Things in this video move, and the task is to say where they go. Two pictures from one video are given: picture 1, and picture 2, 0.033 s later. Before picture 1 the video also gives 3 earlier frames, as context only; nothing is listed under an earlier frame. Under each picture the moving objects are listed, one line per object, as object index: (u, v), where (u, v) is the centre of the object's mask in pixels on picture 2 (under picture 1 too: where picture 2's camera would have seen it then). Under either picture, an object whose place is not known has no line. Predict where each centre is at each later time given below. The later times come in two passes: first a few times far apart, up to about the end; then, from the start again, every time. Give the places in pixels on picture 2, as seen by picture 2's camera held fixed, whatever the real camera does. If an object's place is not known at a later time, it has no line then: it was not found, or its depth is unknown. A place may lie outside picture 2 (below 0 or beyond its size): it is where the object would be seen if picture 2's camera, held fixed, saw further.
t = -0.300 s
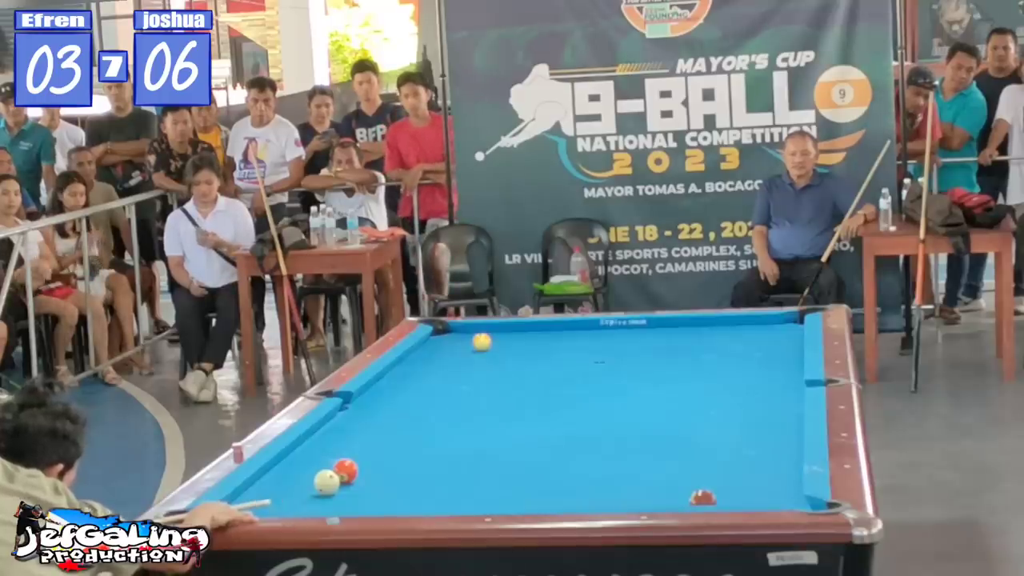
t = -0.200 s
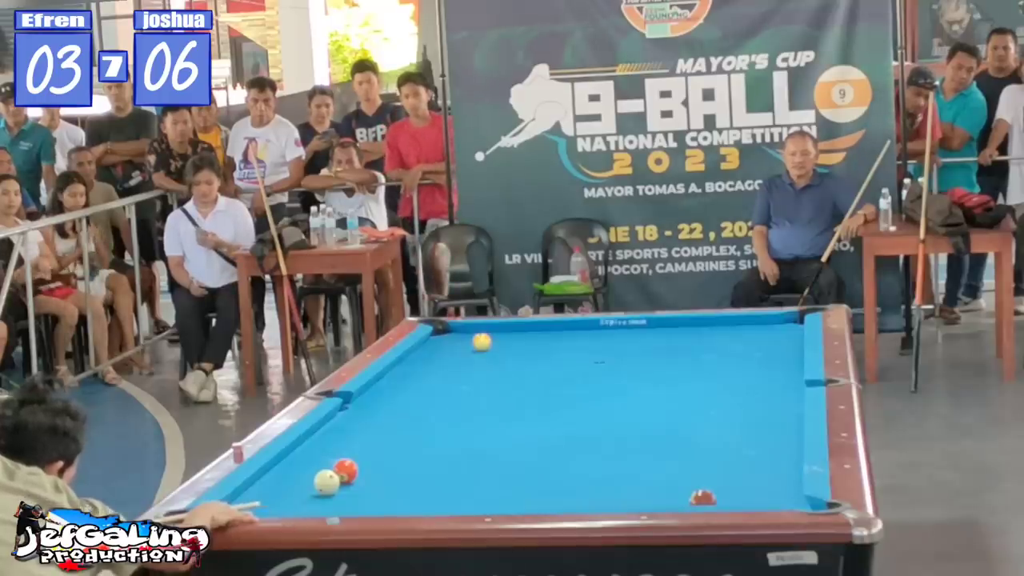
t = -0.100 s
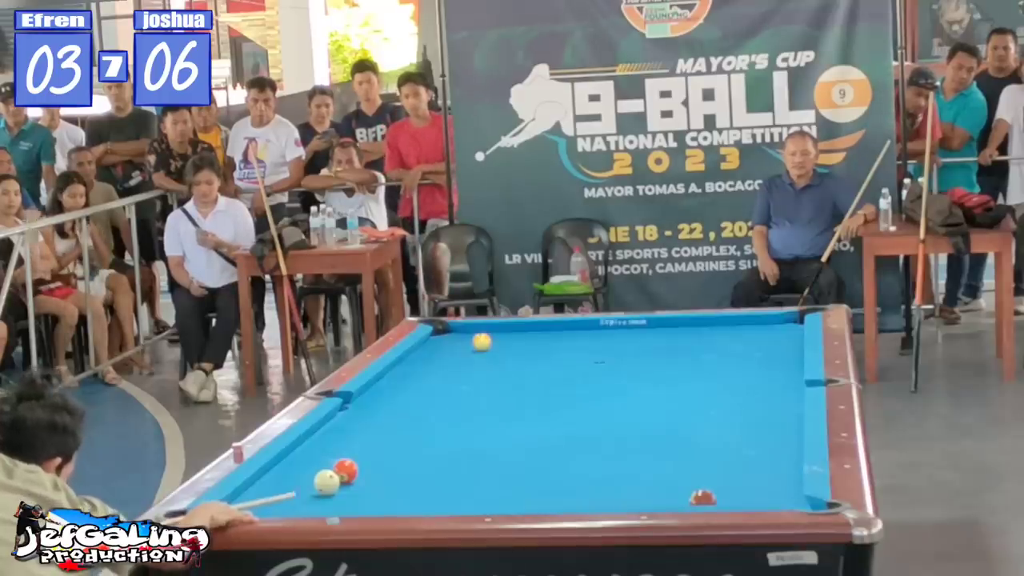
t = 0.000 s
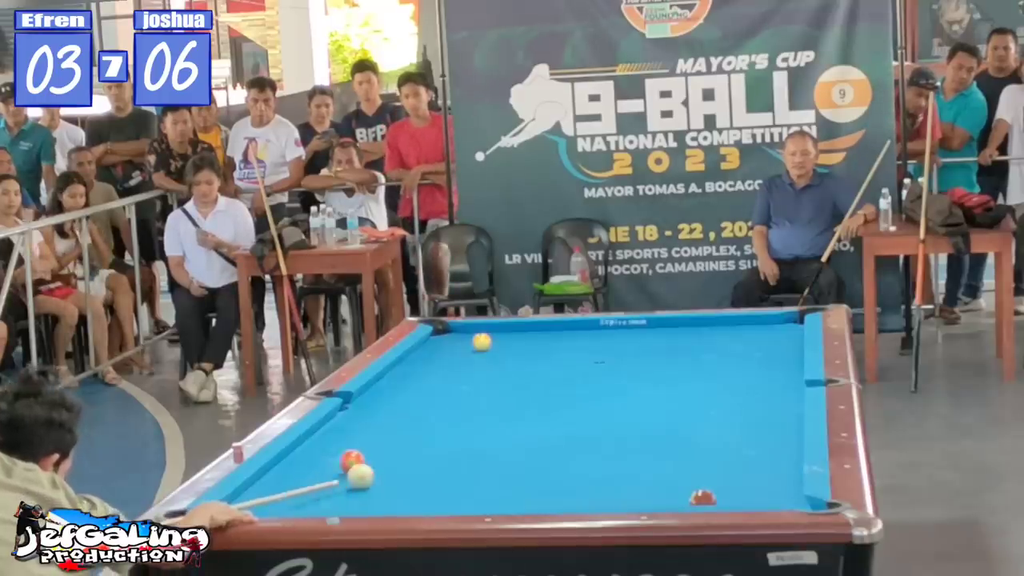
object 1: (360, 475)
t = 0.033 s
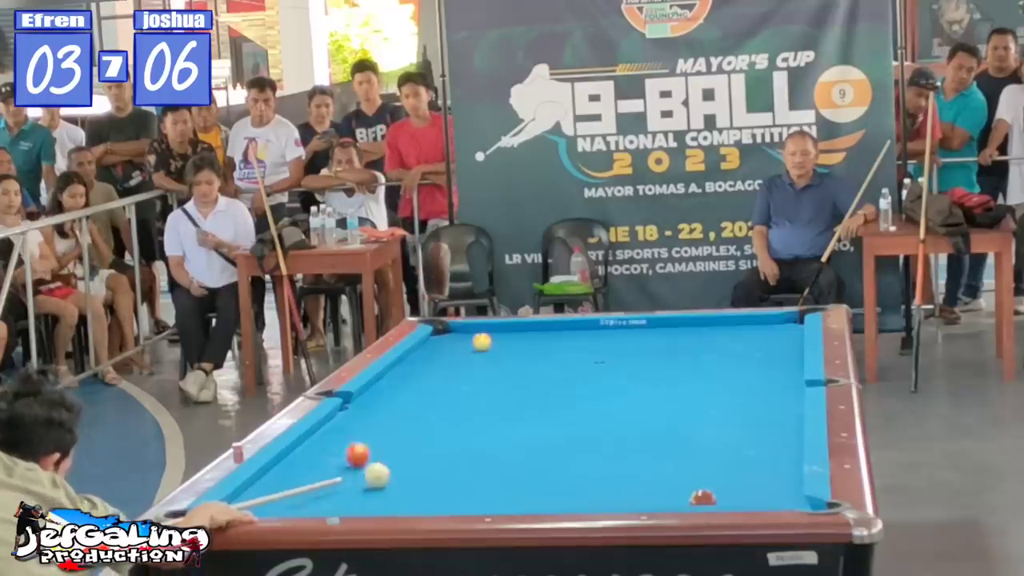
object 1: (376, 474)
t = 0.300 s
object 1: (476, 472)
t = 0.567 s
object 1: (563, 472)
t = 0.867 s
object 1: (661, 471)
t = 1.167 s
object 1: (757, 470)
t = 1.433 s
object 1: (764, 473)
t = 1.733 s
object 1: (720, 480)
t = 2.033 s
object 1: (678, 487)
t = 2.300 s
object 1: (642, 492)
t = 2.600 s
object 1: (604, 497)
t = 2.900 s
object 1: (567, 499)
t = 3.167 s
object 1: (537, 503)
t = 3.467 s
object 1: (513, 502)
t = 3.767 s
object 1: (496, 502)
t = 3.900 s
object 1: (489, 501)
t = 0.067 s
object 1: (391, 473)
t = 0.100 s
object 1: (406, 474)
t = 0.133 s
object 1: (418, 473)
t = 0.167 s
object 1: (431, 473)
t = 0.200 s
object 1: (442, 473)
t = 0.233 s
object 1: (453, 473)
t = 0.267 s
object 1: (465, 473)
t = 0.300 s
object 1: (476, 472)
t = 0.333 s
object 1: (486, 472)
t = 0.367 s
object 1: (497, 472)
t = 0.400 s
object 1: (508, 473)
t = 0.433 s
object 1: (519, 472)
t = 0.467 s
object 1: (531, 472)
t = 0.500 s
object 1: (542, 472)
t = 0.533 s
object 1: (553, 472)
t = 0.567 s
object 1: (563, 472)
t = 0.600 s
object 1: (574, 472)
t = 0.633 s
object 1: (585, 472)
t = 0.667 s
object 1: (596, 472)
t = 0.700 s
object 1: (607, 472)
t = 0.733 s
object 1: (618, 471)
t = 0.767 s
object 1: (629, 471)
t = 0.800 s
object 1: (639, 471)
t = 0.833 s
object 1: (650, 471)
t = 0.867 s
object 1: (661, 471)
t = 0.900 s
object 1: (672, 471)
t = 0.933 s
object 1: (683, 471)
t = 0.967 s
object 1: (693, 471)
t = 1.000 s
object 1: (704, 470)
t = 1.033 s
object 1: (715, 471)
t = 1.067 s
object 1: (725, 470)
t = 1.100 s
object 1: (736, 470)
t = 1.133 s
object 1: (746, 470)
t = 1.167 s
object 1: (757, 470)
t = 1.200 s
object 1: (767, 470)
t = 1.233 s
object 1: (777, 469)
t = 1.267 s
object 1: (787, 469)
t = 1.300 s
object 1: (788, 469)
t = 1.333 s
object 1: (781, 470)
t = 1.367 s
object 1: (775, 471)
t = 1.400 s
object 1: (769, 472)
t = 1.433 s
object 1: (764, 473)
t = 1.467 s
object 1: (759, 474)
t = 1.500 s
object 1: (754, 475)
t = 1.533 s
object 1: (749, 476)
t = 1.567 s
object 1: (744, 477)
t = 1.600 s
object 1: (739, 477)
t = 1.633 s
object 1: (735, 478)
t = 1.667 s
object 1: (730, 479)
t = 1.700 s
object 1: (725, 479)
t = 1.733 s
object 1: (720, 480)
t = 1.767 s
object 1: (716, 481)
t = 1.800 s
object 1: (711, 480)
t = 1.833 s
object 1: (706, 481)
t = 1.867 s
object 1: (701, 481)
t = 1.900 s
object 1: (695, 482)
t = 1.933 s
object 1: (691, 483)
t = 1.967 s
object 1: (686, 484)
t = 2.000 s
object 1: (682, 485)
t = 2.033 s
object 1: (678, 487)
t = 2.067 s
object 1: (673, 487)
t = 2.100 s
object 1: (669, 488)
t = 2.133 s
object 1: (664, 489)
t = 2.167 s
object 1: (660, 490)
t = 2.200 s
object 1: (656, 491)
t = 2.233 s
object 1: (651, 491)
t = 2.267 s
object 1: (646, 491)
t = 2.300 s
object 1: (642, 492)
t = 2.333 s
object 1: (638, 492)
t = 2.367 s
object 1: (633, 493)
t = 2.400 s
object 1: (629, 493)
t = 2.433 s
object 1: (625, 494)
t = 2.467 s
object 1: (620, 494)
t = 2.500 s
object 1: (616, 495)
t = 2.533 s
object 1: (612, 496)
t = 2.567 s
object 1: (608, 496)
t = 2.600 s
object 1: (604, 497)
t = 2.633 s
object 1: (600, 497)
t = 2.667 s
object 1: (595, 497)
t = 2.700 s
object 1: (591, 498)
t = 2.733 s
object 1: (587, 498)
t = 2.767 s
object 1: (583, 498)
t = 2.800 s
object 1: (579, 499)
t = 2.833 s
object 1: (575, 499)
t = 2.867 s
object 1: (571, 499)
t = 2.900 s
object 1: (567, 499)
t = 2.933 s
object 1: (563, 500)
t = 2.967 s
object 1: (559, 500)
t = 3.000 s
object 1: (556, 501)
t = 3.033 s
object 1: (552, 501)
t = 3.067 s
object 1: (548, 501)
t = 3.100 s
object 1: (544, 501)
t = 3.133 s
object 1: (540, 502)
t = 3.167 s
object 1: (537, 503)
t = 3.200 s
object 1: (533, 503)
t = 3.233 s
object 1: (529, 503)
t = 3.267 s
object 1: (526, 503)
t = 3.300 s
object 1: (524, 503)
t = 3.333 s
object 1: (522, 503)
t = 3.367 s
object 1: (519, 503)
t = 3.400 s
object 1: (517, 503)
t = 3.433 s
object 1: (515, 502)
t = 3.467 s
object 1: (513, 502)
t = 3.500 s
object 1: (511, 502)
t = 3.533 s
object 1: (509, 502)
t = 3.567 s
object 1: (507, 502)
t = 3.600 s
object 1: (505, 502)
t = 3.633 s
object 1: (503, 502)
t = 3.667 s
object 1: (501, 502)
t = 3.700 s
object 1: (499, 502)
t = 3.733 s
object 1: (497, 502)
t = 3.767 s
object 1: (496, 502)
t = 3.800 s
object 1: (493, 502)
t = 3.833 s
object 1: (492, 502)
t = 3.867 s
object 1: (490, 501)
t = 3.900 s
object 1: (489, 501)
